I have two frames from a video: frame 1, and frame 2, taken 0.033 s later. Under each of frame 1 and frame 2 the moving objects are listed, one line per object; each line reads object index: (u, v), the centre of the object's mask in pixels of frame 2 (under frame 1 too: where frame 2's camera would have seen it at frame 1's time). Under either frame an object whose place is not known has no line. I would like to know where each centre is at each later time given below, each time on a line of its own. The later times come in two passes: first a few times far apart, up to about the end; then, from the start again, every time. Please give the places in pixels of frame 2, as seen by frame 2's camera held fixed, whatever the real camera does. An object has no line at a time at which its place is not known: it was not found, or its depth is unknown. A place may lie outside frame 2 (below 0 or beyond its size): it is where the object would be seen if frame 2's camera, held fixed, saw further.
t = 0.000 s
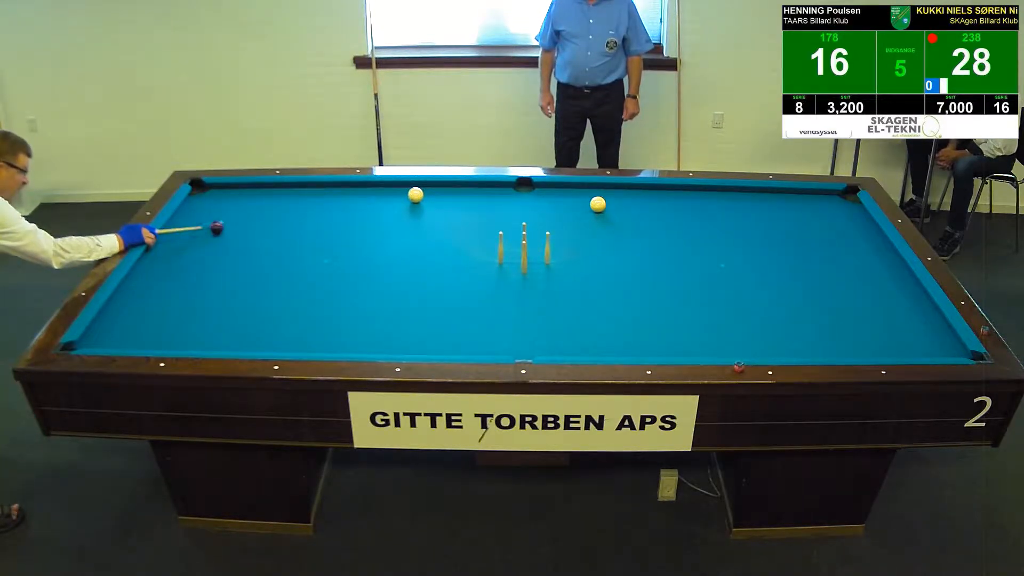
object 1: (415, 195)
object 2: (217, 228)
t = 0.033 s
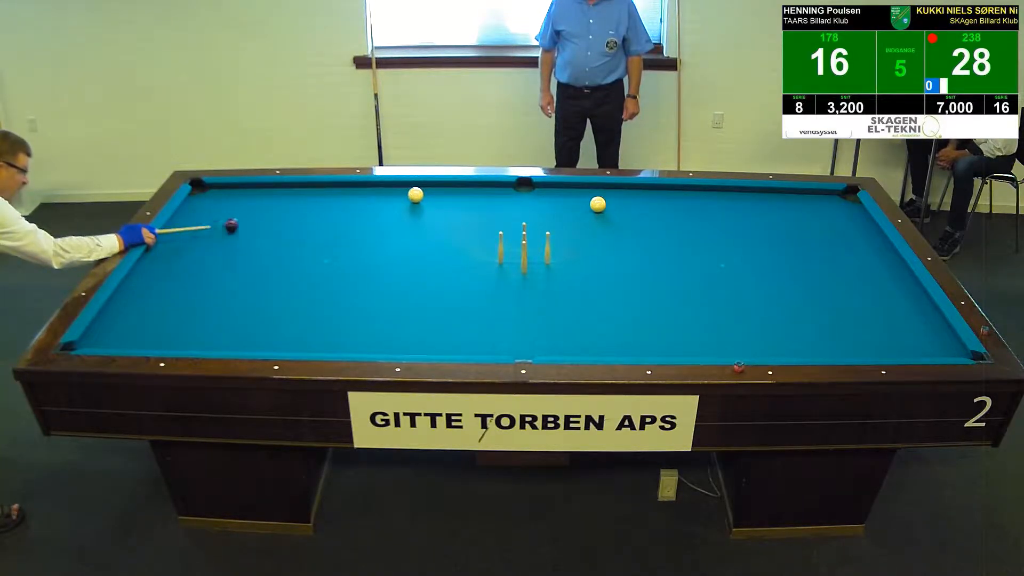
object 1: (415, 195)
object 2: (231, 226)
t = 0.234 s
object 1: (415, 195)
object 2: (312, 213)
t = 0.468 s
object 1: (416, 195)
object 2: (401, 201)
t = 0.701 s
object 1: (437, 188)
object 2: (462, 205)
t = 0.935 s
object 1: (450, 196)
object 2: (524, 210)
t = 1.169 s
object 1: (462, 205)
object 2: (587, 215)
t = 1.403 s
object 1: (475, 214)
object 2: (649, 220)
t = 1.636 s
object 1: (488, 222)
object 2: (710, 225)
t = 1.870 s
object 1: (502, 232)
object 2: (771, 231)
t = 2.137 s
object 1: (516, 242)
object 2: (838, 238)
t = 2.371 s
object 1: (531, 251)
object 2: (879, 243)
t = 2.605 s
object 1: (540, 259)
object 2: (846, 244)
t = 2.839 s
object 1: (550, 268)
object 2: (814, 246)
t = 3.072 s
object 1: (561, 276)
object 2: (782, 247)
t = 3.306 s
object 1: (571, 283)
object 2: (750, 249)
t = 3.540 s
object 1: (582, 292)
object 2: (717, 251)
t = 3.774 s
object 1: (592, 300)
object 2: (685, 252)
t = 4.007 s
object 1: (602, 308)
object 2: (652, 254)
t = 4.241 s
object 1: (611, 316)
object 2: (619, 256)
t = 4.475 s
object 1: (620, 323)
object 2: (587, 258)
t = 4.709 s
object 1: (629, 331)
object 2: (555, 261)
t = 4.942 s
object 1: (638, 338)
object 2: (528, 263)
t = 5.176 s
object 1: (647, 345)
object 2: (497, 263)
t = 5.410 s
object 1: (655, 350)
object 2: (470, 266)
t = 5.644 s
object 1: (661, 351)
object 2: (443, 268)
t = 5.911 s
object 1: (664, 348)
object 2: (414, 269)
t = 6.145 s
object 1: (667, 346)
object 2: (389, 271)
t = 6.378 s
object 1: (669, 344)
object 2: (365, 272)
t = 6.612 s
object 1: (671, 341)
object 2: (342, 273)
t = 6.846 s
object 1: (672, 339)
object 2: (320, 275)
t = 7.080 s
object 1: (673, 338)
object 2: (298, 276)
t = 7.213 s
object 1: (674, 337)
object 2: (287, 277)
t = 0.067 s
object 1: (415, 195)
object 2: (246, 223)
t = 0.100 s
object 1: (415, 195)
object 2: (260, 221)
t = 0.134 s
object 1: (415, 195)
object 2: (273, 219)
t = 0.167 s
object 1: (415, 195)
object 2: (286, 217)
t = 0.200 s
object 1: (415, 195)
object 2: (299, 215)
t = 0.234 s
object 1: (415, 195)
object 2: (312, 213)
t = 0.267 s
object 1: (415, 195)
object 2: (325, 211)
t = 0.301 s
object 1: (415, 195)
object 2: (338, 210)
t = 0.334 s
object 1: (415, 195)
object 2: (350, 208)
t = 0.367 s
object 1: (415, 195)
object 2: (363, 206)
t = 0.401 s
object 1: (415, 195)
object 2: (375, 204)
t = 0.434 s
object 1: (415, 195)
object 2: (388, 202)
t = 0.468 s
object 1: (416, 195)
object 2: (401, 201)
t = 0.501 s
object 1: (419, 192)
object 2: (411, 202)
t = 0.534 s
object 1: (423, 190)
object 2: (419, 202)
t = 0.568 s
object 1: (426, 188)
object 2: (427, 203)
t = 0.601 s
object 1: (430, 186)
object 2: (435, 203)
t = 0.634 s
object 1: (434, 185)
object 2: (444, 204)
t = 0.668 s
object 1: (435, 186)
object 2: (453, 205)
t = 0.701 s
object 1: (437, 188)
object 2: (462, 205)
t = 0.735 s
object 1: (439, 189)
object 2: (471, 206)
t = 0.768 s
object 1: (441, 190)
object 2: (479, 207)
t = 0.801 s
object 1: (443, 191)
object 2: (488, 207)
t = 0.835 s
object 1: (444, 192)
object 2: (497, 208)
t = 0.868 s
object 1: (446, 194)
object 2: (506, 208)
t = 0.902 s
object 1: (448, 195)
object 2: (515, 209)
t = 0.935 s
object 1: (450, 196)
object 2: (524, 210)
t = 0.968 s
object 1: (452, 197)
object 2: (533, 210)
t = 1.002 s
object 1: (453, 198)
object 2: (542, 211)
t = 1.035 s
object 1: (455, 200)
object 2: (551, 212)
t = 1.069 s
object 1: (457, 201)
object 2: (560, 213)
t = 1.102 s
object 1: (459, 202)
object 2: (569, 213)
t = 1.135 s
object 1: (461, 203)
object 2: (577, 214)
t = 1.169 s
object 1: (462, 205)
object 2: (587, 215)
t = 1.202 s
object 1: (464, 206)
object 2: (596, 216)
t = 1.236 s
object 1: (466, 207)
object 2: (605, 217)
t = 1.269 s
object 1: (468, 208)
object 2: (614, 217)
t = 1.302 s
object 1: (470, 210)
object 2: (622, 218)
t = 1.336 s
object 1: (472, 211)
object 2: (631, 219)
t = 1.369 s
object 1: (473, 212)
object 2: (640, 220)
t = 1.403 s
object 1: (475, 214)
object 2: (649, 220)
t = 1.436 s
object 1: (477, 215)
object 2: (658, 221)
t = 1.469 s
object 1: (479, 216)
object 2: (667, 222)
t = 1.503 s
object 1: (481, 217)
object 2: (675, 223)
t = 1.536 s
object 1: (483, 219)
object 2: (684, 223)
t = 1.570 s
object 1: (485, 220)
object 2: (693, 224)
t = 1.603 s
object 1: (487, 221)
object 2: (702, 225)
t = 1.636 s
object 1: (488, 222)
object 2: (710, 225)
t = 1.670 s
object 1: (490, 224)
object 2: (719, 226)
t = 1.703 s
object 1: (492, 225)
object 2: (728, 227)
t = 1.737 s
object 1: (494, 226)
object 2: (736, 228)
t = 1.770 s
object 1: (496, 228)
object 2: (745, 229)
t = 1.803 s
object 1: (498, 229)
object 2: (754, 229)
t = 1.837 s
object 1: (500, 230)
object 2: (762, 231)
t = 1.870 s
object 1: (502, 232)
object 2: (771, 231)
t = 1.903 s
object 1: (504, 233)
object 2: (779, 232)
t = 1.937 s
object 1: (506, 234)
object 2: (788, 233)
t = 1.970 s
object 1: (508, 236)
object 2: (796, 234)
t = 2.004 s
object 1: (510, 237)
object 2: (804, 235)
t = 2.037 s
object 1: (511, 239)
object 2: (813, 235)
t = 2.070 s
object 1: (513, 240)
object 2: (821, 236)
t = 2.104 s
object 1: (514, 241)
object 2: (830, 237)
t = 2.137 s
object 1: (516, 242)
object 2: (838, 238)
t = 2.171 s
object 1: (516, 243)
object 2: (846, 239)
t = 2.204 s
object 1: (517, 244)
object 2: (854, 239)
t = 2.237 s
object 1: (520, 245)
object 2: (862, 240)
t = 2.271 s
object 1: (522, 245)
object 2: (870, 241)
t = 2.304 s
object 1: (526, 248)
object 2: (878, 242)
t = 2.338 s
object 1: (528, 249)
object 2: (885, 243)
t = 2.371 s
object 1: (531, 251)
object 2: (879, 243)
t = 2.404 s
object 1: (532, 252)
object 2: (874, 243)
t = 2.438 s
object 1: (533, 253)
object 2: (869, 243)
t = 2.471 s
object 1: (534, 254)
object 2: (864, 243)
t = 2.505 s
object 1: (535, 256)
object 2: (860, 243)
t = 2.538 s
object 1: (537, 257)
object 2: (855, 243)
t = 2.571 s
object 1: (538, 258)
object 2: (851, 244)
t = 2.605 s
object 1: (540, 259)
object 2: (846, 244)
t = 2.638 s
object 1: (541, 261)
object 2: (842, 244)
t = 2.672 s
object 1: (543, 262)
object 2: (837, 244)
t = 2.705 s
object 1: (544, 263)
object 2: (833, 245)
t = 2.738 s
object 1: (546, 264)
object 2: (828, 245)
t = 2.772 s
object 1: (547, 265)
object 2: (824, 245)
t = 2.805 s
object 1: (549, 267)
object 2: (819, 245)
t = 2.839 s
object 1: (550, 268)
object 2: (814, 246)
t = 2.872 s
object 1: (552, 269)
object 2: (810, 246)
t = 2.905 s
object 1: (554, 270)
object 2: (805, 246)
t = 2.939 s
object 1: (555, 271)
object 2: (801, 246)
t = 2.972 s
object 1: (557, 272)
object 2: (796, 247)
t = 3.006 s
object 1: (558, 273)
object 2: (791, 247)
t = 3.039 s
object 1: (560, 274)
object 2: (787, 247)
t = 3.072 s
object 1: (561, 276)
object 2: (782, 247)
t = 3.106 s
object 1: (563, 277)
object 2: (777, 248)
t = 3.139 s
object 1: (564, 278)
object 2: (773, 248)
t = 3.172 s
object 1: (565, 279)
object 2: (768, 248)
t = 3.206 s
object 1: (567, 280)
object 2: (763, 248)
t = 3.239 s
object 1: (568, 281)
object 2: (759, 248)
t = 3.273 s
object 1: (570, 282)
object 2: (754, 249)
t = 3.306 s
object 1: (571, 283)
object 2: (750, 249)
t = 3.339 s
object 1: (573, 285)
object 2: (745, 249)
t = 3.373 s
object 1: (574, 286)
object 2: (740, 249)
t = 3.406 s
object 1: (576, 287)
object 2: (736, 250)
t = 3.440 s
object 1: (577, 288)
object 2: (731, 250)
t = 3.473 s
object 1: (579, 290)
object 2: (726, 250)
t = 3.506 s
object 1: (580, 291)
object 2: (722, 251)
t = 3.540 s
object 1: (582, 292)
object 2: (717, 251)
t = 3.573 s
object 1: (583, 293)
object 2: (713, 251)
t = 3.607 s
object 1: (585, 294)
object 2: (708, 251)
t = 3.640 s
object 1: (586, 296)
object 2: (703, 252)
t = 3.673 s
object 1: (587, 297)
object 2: (698, 252)
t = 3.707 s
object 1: (589, 298)
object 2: (693, 252)
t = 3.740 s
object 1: (590, 299)
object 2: (689, 252)
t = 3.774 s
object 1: (592, 300)
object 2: (685, 252)
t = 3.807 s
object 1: (593, 301)
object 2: (680, 253)
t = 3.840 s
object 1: (594, 302)
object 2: (675, 253)
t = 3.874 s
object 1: (596, 303)
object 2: (670, 253)
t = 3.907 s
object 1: (597, 305)
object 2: (666, 253)
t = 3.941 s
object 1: (599, 306)
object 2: (661, 254)
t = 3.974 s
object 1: (600, 307)
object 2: (656, 254)
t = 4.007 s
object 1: (602, 308)
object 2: (652, 254)
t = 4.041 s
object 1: (603, 309)
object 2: (647, 254)
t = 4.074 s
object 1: (604, 310)
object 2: (642, 255)
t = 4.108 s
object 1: (606, 312)
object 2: (638, 255)
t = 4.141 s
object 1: (607, 312)
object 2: (633, 256)
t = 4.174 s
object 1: (609, 314)
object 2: (629, 256)
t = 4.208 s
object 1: (610, 315)
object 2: (624, 256)
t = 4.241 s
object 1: (611, 316)
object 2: (619, 256)
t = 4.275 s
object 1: (612, 317)
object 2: (615, 257)
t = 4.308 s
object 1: (614, 318)
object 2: (610, 257)
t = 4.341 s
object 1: (615, 319)
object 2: (606, 257)
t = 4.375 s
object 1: (617, 320)
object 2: (601, 257)
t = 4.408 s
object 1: (618, 321)
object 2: (596, 258)
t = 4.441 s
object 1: (619, 322)
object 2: (592, 258)
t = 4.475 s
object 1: (620, 323)
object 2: (587, 258)
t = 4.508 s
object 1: (622, 324)
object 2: (583, 259)
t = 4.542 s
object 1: (623, 325)
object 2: (578, 259)
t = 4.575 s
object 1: (624, 327)
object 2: (573, 260)
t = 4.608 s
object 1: (625, 328)
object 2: (568, 260)
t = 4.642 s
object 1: (627, 329)
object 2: (564, 260)
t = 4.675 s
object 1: (628, 330)
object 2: (560, 261)
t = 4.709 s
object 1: (629, 331)
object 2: (555, 261)
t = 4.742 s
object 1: (631, 332)
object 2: (551, 261)
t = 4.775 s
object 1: (632, 333)
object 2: (547, 261)
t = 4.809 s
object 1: (633, 334)
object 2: (542, 262)
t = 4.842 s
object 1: (634, 335)
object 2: (537, 262)
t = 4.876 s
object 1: (636, 336)
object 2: (534, 263)
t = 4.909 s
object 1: (637, 337)
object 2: (530, 263)
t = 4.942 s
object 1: (638, 338)
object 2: (528, 263)
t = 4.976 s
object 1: (639, 339)
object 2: (525, 262)
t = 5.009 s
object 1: (640, 340)
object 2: (519, 262)
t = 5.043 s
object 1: (642, 341)
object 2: (511, 262)
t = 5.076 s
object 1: (643, 342)
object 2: (507, 263)
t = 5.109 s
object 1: (644, 343)
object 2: (508, 261)
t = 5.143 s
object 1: (645, 344)
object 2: (501, 262)
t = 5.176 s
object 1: (647, 345)
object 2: (497, 263)
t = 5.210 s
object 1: (648, 346)
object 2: (493, 263)
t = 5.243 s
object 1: (649, 346)
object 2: (489, 264)
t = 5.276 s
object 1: (650, 347)
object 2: (485, 265)
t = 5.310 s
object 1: (651, 348)
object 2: (481, 266)
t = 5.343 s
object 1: (653, 349)
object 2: (477, 266)
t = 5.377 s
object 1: (654, 349)
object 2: (474, 266)
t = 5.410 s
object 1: (655, 350)
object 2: (470, 266)
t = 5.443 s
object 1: (656, 350)
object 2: (466, 266)
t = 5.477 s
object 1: (657, 351)
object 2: (462, 266)
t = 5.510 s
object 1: (658, 351)
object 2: (458, 267)
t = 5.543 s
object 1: (659, 352)
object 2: (454, 267)
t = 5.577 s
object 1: (659, 351)
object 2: (451, 267)
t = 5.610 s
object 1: (660, 351)
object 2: (447, 267)
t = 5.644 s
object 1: (661, 351)
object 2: (443, 268)
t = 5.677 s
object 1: (661, 350)
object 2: (439, 268)
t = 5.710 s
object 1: (661, 350)
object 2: (435, 268)
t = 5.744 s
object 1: (662, 350)
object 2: (432, 268)
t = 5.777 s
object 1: (662, 350)
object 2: (428, 268)
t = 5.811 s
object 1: (663, 349)
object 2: (425, 269)
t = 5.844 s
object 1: (663, 349)
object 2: (421, 269)
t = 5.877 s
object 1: (663, 349)
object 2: (417, 269)
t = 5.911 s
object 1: (664, 348)
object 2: (414, 269)
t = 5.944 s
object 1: (664, 348)
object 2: (410, 269)
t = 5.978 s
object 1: (665, 348)
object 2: (407, 269)
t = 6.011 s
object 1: (665, 347)
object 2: (403, 270)
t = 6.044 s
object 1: (666, 347)
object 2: (399, 270)
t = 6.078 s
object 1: (666, 347)
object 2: (396, 270)
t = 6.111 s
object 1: (666, 347)
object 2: (392, 270)
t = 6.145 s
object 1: (667, 346)
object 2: (389, 271)
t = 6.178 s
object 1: (667, 346)
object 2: (385, 271)
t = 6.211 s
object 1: (667, 346)
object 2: (382, 271)
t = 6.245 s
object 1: (668, 345)
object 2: (379, 271)
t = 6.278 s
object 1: (668, 345)
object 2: (375, 271)
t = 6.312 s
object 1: (668, 344)
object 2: (371, 272)
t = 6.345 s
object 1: (669, 344)
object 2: (368, 272)
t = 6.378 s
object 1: (669, 344)
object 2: (365, 272)
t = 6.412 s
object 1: (669, 343)
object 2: (361, 272)
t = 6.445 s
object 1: (669, 343)
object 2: (358, 272)
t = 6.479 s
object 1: (670, 343)
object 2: (355, 273)
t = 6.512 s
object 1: (670, 343)
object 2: (352, 273)
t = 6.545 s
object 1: (670, 342)
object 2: (348, 273)
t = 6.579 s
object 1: (671, 342)
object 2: (345, 273)
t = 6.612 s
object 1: (671, 341)
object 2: (342, 273)
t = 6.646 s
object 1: (671, 341)
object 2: (339, 274)
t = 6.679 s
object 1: (671, 341)
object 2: (335, 274)
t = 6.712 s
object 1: (671, 341)
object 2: (332, 274)
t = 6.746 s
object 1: (672, 340)
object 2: (329, 274)
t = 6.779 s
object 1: (672, 340)
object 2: (326, 274)
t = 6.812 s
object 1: (672, 339)
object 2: (323, 275)
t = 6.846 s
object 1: (672, 339)
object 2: (320, 275)
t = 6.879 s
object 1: (672, 339)
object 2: (317, 275)
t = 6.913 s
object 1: (673, 339)
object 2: (313, 275)
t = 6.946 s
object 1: (673, 339)
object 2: (310, 275)
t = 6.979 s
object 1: (673, 338)
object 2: (307, 276)
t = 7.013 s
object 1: (673, 338)
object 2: (304, 276)
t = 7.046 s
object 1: (673, 338)
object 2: (301, 276)
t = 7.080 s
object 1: (673, 338)
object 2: (298, 276)
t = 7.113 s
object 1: (674, 338)
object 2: (295, 277)
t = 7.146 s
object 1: (674, 337)
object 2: (293, 277)
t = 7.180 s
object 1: (674, 337)
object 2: (289, 277)
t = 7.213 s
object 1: (674, 337)
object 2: (287, 277)
